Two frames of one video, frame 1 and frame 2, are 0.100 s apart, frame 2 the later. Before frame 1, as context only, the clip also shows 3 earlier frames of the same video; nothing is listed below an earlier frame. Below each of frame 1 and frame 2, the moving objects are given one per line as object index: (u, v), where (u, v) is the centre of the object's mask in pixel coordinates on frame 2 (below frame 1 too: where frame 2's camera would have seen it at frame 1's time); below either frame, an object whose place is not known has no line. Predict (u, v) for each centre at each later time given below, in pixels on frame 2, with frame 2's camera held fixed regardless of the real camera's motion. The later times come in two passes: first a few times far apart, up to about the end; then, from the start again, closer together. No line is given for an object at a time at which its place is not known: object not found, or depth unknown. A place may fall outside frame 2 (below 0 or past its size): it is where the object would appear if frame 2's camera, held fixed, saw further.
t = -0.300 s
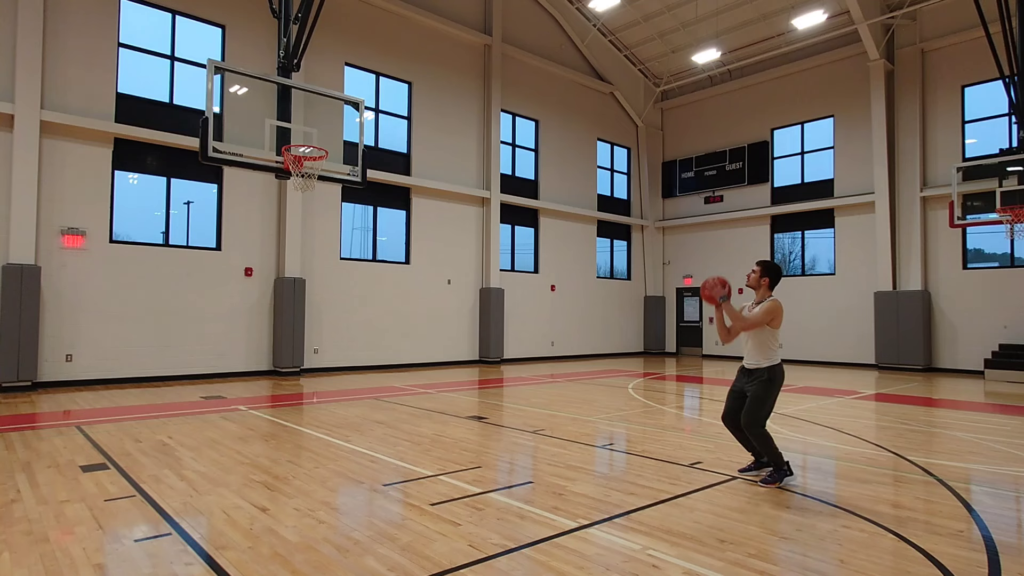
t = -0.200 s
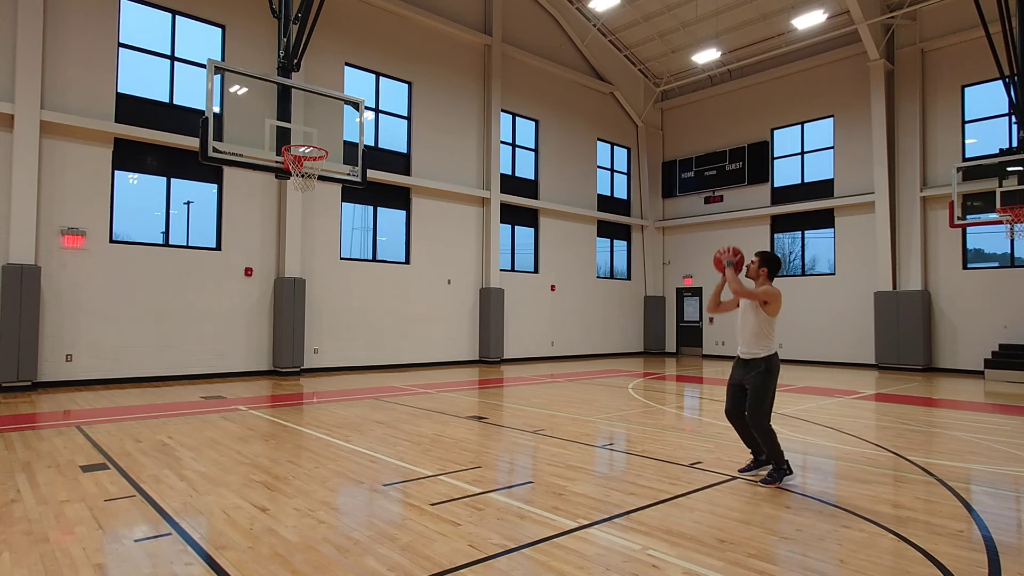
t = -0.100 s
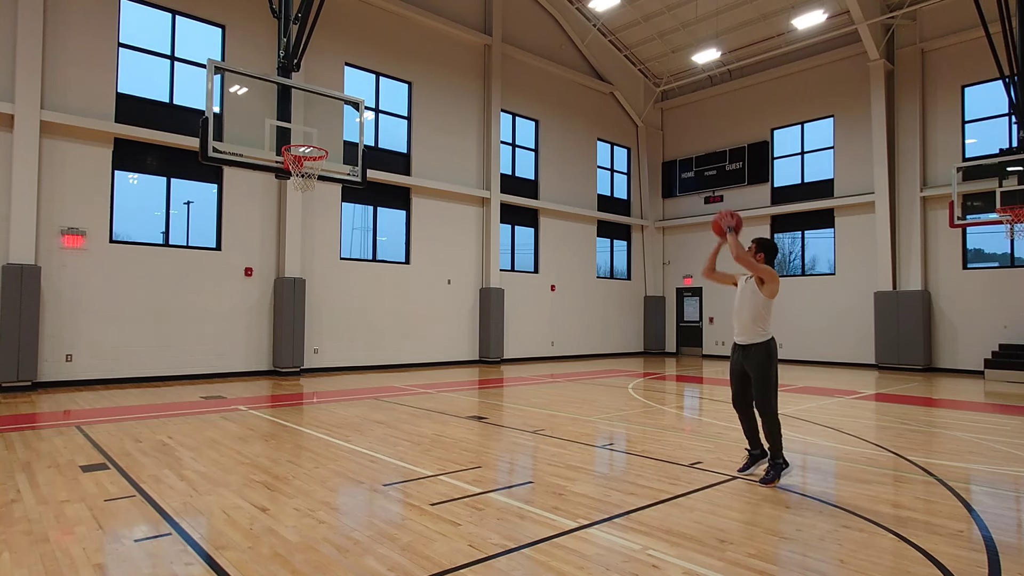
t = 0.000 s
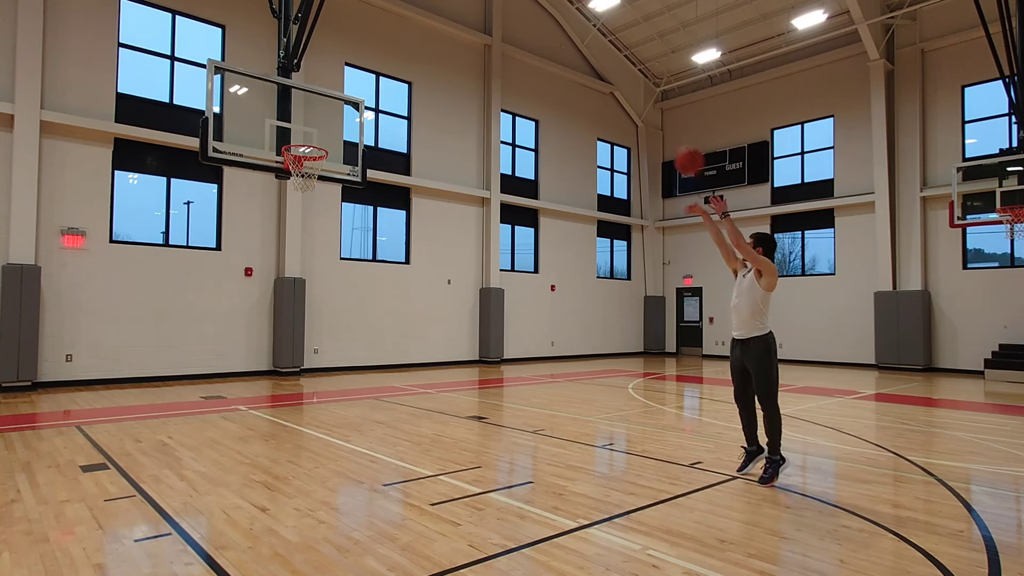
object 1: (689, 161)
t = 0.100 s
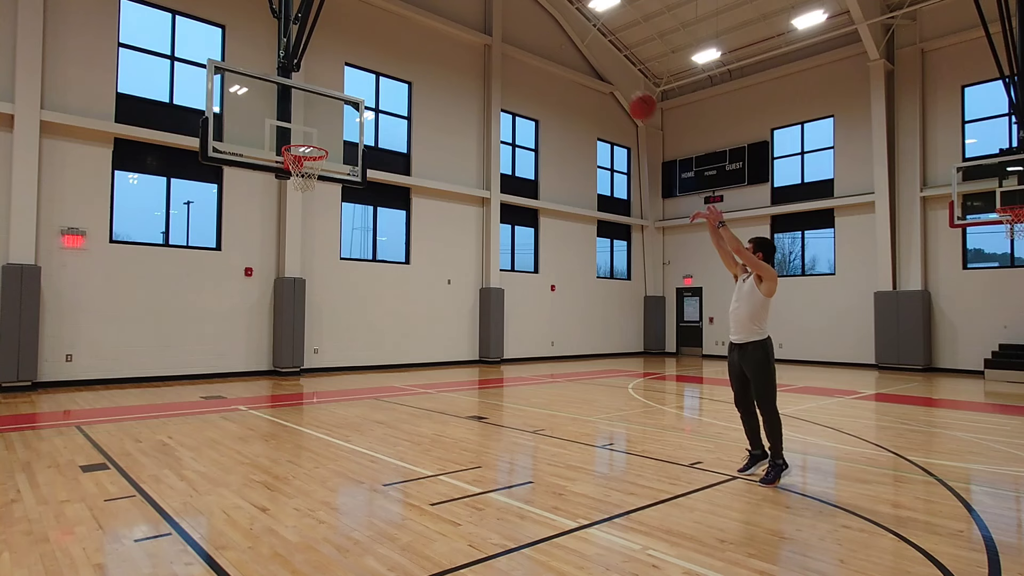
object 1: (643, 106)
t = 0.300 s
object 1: (558, 37)
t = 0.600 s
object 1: (451, 18)
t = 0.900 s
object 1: (360, 79)
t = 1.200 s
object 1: (298, 164)
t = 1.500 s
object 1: (328, 195)
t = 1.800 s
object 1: (351, 286)
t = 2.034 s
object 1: (367, 403)
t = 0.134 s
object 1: (627, 92)
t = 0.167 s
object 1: (613, 78)
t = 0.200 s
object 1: (599, 66)
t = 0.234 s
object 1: (585, 55)
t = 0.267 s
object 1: (571, 46)
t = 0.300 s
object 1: (558, 37)
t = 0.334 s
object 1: (545, 30)
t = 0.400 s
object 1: (520, 20)
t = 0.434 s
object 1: (508, 17)
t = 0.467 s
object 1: (496, 15)
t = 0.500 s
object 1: (485, 14)
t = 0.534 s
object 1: (473, 14)
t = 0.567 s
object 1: (463, 15)
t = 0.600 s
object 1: (451, 18)
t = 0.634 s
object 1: (441, 21)
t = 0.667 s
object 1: (430, 25)
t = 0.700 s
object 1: (419, 31)
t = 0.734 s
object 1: (409, 36)
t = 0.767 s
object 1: (399, 43)
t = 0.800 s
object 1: (389, 51)
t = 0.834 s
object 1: (379, 60)
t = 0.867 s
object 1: (370, 69)
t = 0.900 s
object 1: (360, 79)
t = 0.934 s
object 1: (350, 91)
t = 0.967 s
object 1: (341, 103)
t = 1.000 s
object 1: (332, 115)
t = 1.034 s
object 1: (324, 129)
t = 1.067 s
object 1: (315, 140)
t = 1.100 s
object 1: (305, 154)
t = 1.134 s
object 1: (298, 156)
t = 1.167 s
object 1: (294, 159)
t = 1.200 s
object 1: (298, 164)
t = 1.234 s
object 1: (302, 170)
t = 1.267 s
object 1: (308, 176)
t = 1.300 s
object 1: (310, 181)
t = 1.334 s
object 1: (315, 181)
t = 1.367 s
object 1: (318, 182)
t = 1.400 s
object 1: (321, 184)
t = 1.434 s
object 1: (324, 186)
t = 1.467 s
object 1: (326, 190)
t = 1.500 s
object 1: (328, 195)
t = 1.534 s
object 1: (331, 202)
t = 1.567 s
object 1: (334, 209)
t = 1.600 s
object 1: (336, 217)
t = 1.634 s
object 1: (339, 227)
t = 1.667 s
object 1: (341, 237)
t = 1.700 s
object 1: (344, 248)
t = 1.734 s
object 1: (346, 260)
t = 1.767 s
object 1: (349, 272)
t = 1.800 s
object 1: (351, 286)
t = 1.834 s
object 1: (353, 300)
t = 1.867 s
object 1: (356, 315)
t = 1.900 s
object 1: (358, 331)
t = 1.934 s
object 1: (360, 348)
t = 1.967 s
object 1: (363, 365)
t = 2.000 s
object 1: (365, 384)
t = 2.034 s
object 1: (367, 403)
